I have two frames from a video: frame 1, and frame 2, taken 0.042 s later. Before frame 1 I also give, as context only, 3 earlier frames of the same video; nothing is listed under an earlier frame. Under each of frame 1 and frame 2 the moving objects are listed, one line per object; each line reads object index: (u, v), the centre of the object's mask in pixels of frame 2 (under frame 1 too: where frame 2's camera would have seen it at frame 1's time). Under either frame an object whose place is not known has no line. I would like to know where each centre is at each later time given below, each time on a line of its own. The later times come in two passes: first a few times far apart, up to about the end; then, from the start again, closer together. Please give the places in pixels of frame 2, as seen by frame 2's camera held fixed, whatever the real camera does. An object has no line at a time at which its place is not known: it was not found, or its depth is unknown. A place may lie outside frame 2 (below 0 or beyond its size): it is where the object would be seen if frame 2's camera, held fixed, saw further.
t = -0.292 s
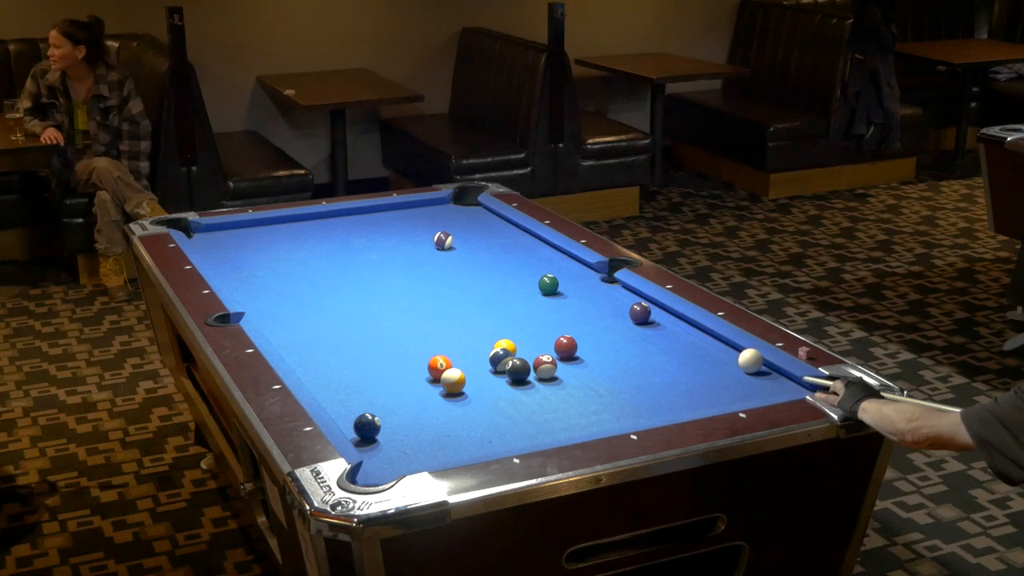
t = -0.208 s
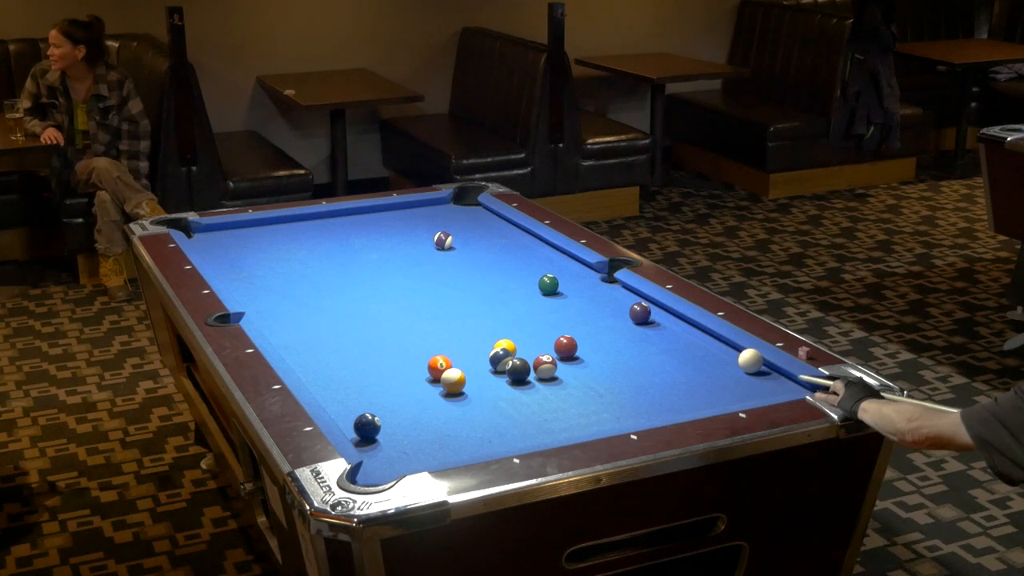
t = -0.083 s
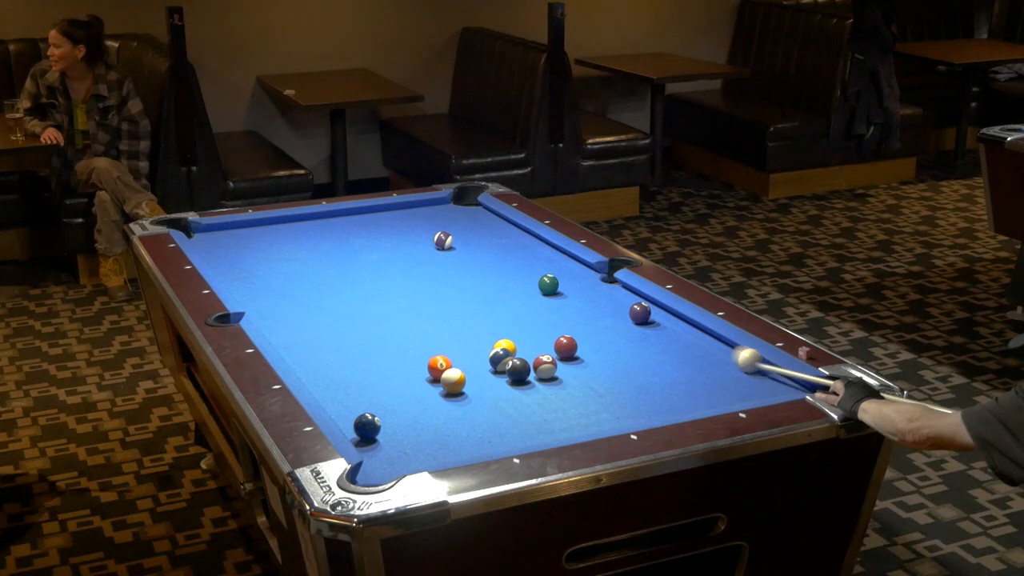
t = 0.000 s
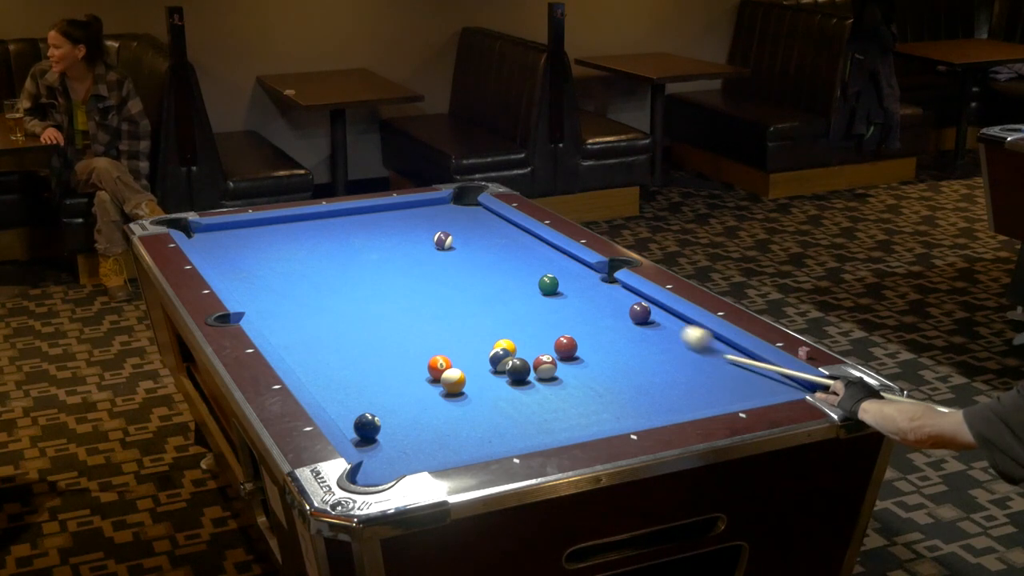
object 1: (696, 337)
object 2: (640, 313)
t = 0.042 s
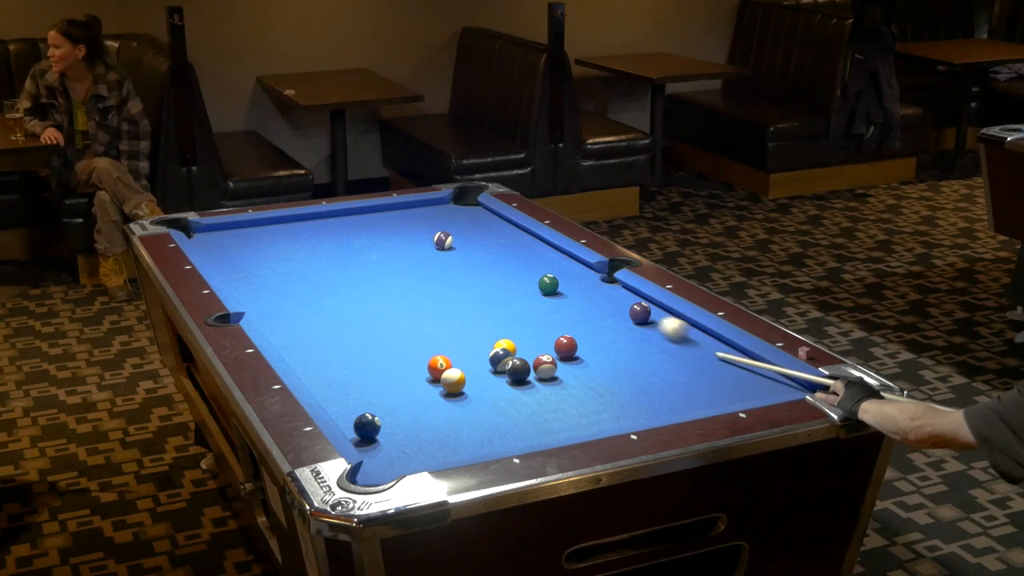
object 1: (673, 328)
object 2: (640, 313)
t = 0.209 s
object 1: (635, 320)
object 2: (606, 292)
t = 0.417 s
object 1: (611, 320)
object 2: (565, 267)
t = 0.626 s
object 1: (589, 320)
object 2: (531, 245)
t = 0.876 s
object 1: (564, 321)
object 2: (495, 223)
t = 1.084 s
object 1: (546, 321)
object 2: (468, 207)
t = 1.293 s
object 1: (529, 321)
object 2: (469, 199)
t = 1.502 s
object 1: (513, 322)
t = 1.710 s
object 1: (498, 322)
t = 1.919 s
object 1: (485, 321)
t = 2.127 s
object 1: (474, 321)
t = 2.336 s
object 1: (464, 321)
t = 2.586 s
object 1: (453, 321)
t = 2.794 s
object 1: (446, 322)
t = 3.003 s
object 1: (440, 322)
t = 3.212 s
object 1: (436, 322)
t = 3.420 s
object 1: (433, 321)
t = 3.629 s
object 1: (432, 321)
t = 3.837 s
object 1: (431, 321)
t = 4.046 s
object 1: (432, 321)
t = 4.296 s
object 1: (432, 321)
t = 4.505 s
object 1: (431, 321)
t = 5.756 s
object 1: (432, 321)
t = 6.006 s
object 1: (432, 321)
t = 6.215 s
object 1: (432, 321)
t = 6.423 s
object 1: (432, 321)
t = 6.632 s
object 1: (432, 321)
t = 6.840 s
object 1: (432, 321)
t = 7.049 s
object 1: (432, 321)
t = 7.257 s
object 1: (432, 321)
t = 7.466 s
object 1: (432, 321)
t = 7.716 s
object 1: (432, 321)
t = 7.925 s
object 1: (432, 321)
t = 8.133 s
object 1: (432, 321)
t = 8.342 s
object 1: (432, 321)
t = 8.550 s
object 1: (432, 321)
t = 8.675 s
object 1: (432, 321)
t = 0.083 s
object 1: (651, 319)
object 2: (637, 311)
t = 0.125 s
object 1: (645, 319)
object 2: (627, 305)
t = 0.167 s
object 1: (640, 320)
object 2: (616, 298)
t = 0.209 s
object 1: (635, 320)
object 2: (606, 292)
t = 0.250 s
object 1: (630, 320)
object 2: (597, 286)
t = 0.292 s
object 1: (625, 320)
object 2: (588, 281)
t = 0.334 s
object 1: (620, 320)
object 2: (580, 276)
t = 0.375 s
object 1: (616, 320)
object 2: (573, 272)
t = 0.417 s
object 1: (611, 320)
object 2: (565, 267)
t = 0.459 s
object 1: (607, 320)
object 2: (558, 262)
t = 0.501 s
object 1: (602, 320)
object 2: (551, 258)
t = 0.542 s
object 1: (598, 320)
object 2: (544, 254)
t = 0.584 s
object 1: (593, 320)
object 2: (538, 250)
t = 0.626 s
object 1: (589, 320)
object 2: (531, 245)
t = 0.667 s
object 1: (585, 320)
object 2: (525, 242)
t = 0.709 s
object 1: (581, 320)
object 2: (518, 237)
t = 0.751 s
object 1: (577, 320)
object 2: (513, 234)
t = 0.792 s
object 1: (573, 321)
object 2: (506, 230)
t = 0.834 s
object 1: (569, 321)
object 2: (501, 227)
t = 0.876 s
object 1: (564, 321)
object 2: (495, 223)
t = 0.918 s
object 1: (561, 321)
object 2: (490, 220)
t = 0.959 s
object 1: (557, 321)
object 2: (484, 216)
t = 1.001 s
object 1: (553, 321)
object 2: (479, 213)
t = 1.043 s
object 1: (549, 321)
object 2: (474, 210)
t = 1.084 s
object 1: (546, 321)
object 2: (468, 207)
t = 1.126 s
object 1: (542, 321)
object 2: (463, 204)
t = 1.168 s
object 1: (539, 321)
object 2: (459, 200)
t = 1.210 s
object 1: (535, 321)
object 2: (455, 198)
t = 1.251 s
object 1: (532, 321)
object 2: (462, 197)
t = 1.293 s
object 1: (529, 321)
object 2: (469, 199)
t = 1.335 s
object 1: (525, 321)
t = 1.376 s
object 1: (522, 321)
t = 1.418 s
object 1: (519, 322)
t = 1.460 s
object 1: (516, 322)
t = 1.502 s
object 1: (513, 322)
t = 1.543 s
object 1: (510, 322)
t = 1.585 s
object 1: (507, 322)
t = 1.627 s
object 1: (504, 322)
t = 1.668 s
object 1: (501, 322)
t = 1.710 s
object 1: (498, 322)
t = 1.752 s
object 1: (495, 322)
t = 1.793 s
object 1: (493, 321)
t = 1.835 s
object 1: (490, 321)
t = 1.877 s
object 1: (488, 321)
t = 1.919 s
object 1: (485, 321)
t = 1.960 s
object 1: (483, 321)
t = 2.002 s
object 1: (480, 321)
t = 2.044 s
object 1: (478, 321)
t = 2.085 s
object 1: (476, 321)
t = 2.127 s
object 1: (474, 321)
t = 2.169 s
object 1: (472, 321)
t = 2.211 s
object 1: (469, 321)
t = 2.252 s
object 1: (468, 321)
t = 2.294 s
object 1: (466, 321)
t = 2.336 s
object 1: (464, 321)
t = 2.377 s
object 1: (462, 321)
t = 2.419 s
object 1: (460, 321)
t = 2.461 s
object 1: (458, 321)
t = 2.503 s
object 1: (457, 321)
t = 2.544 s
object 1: (455, 321)
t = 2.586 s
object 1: (453, 321)
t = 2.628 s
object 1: (452, 321)
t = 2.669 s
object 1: (450, 321)
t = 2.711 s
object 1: (449, 322)
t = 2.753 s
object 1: (448, 322)
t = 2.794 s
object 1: (446, 322)
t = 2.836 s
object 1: (445, 322)
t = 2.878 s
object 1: (444, 322)
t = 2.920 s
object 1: (443, 322)
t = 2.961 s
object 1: (441, 322)
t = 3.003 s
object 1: (440, 322)
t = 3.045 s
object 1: (440, 321)
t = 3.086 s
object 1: (439, 322)
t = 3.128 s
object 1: (438, 322)
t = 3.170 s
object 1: (437, 322)
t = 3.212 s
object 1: (436, 322)
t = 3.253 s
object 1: (436, 321)
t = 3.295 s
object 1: (435, 321)
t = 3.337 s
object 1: (434, 321)
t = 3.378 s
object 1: (434, 321)
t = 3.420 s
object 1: (433, 321)
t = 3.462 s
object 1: (433, 321)
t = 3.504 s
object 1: (432, 322)
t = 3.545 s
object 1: (432, 321)
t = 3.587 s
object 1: (432, 321)
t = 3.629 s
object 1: (432, 321)
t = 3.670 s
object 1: (431, 321)
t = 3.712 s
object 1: (431, 321)
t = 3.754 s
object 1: (431, 321)
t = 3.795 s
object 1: (431, 321)
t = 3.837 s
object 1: (431, 321)
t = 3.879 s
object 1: (432, 321)
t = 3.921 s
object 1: (432, 321)
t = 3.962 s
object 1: (432, 321)
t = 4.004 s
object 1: (432, 321)
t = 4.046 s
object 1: (432, 321)
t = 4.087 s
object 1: (432, 321)
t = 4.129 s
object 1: (432, 321)
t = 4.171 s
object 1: (432, 321)
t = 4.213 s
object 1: (432, 321)
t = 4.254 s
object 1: (432, 321)
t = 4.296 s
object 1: (432, 321)
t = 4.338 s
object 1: (432, 321)
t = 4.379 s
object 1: (432, 321)
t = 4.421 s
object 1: (432, 321)
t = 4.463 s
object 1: (432, 321)
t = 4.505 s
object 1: (431, 321)
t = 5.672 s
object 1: (436, 320)
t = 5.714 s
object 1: (432, 321)
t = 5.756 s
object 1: (432, 321)
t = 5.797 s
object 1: (432, 321)
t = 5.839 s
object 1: (432, 321)
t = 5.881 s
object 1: (432, 321)
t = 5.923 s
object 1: (432, 321)
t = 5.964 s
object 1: (432, 321)
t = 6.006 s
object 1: (432, 321)
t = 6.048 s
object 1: (432, 321)
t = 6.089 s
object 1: (432, 321)
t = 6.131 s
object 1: (432, 321)
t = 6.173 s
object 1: (432, 321)
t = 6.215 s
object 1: (432, 321)
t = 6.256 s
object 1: (432, 321)
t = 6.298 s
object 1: (432, 321)
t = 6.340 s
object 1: (432, 321)
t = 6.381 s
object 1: (432, 321)
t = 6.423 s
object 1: (432, 321)
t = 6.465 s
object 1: (432, 321)
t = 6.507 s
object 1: (432, 321)
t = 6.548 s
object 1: (432, 321)
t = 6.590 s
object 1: (432, 321)
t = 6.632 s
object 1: (432, 321)
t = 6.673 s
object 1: (432, 321)
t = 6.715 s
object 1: (432, 321)
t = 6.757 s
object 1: (432, 321)
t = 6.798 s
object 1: (432, 321)
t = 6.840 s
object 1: (432, 321)
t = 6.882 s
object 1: (432, 321)
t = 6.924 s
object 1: (432, 321)
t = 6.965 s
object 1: (432, 321)
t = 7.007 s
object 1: (432, 321)
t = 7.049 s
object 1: (432, 321)
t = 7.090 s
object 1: (432, 321)
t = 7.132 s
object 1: (432, 321)
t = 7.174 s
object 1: (432, 321)
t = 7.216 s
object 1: (432, 321)
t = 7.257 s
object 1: (432, 321)
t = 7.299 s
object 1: (432, 321)
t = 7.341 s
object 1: (432, 321)
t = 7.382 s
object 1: (432, 321)
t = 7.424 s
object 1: (432, 321)
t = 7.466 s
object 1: (432, 321)
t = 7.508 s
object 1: (432, 321)
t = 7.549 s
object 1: (432, 321)
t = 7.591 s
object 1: (432, 321)
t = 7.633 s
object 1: (432, 321)
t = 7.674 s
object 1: (432, 321)
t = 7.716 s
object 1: (432, 321)
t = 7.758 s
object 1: (432, 321)
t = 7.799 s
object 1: (432, 321)
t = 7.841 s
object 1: (432, 321)
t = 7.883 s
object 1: (432, 321)
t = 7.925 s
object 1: (432, 321)
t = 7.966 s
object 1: (432, 321)
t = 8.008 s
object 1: (432, 321)
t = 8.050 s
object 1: (432, 321)
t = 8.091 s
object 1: (432, 321)
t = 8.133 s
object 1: (432, 321)
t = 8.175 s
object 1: (432, 321)
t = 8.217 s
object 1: (432, 321)
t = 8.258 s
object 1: (432, 321)
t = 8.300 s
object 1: (432, 321)
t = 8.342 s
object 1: (432, 321)
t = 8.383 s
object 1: (432, 321)
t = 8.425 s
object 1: (432, 321)
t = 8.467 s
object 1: (432, 321)
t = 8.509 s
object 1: (432, 321)
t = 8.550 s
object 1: (432, 321)
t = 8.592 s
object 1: (432, 321)
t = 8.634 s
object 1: (432, 321)
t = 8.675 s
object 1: (432, 321)
